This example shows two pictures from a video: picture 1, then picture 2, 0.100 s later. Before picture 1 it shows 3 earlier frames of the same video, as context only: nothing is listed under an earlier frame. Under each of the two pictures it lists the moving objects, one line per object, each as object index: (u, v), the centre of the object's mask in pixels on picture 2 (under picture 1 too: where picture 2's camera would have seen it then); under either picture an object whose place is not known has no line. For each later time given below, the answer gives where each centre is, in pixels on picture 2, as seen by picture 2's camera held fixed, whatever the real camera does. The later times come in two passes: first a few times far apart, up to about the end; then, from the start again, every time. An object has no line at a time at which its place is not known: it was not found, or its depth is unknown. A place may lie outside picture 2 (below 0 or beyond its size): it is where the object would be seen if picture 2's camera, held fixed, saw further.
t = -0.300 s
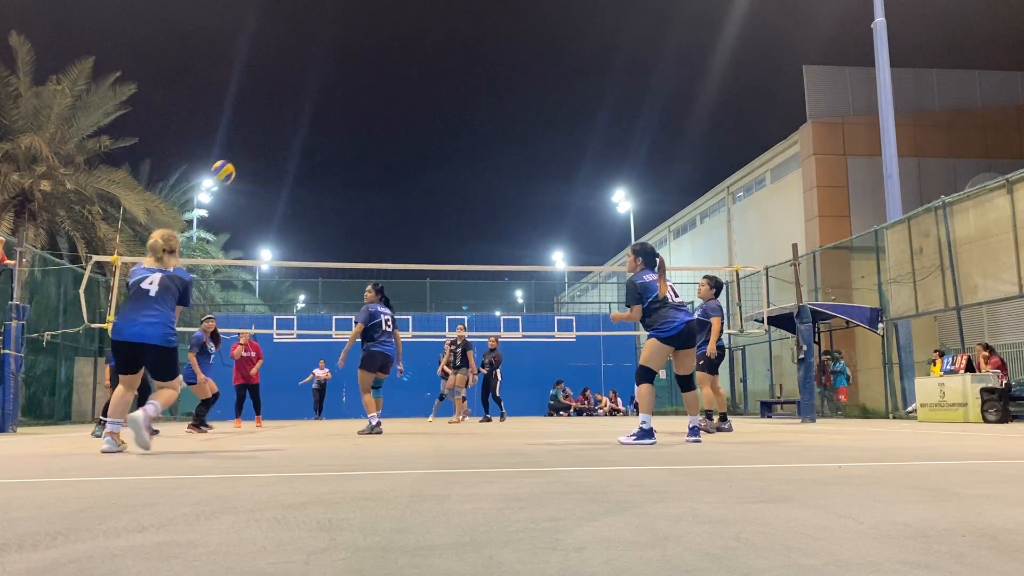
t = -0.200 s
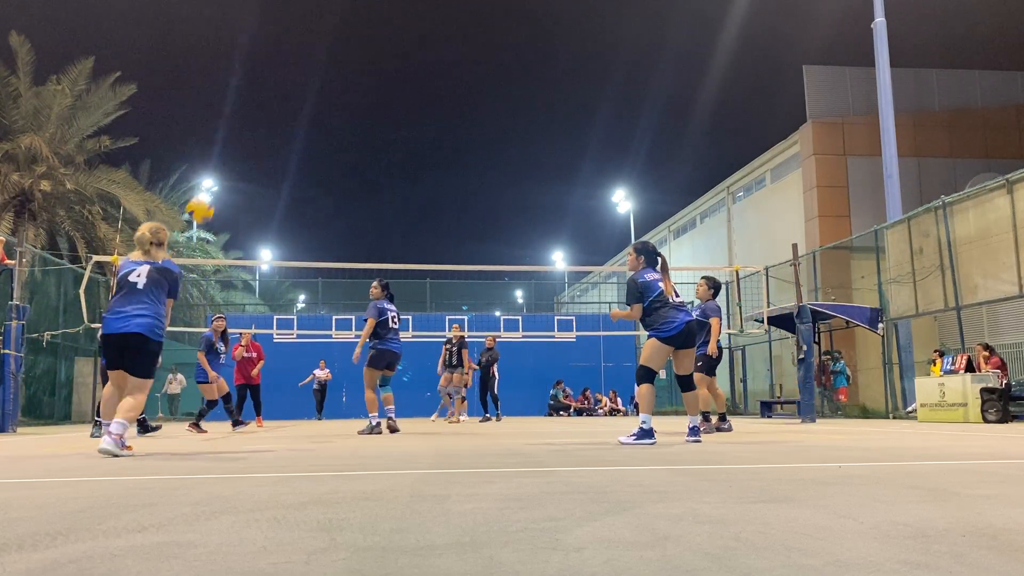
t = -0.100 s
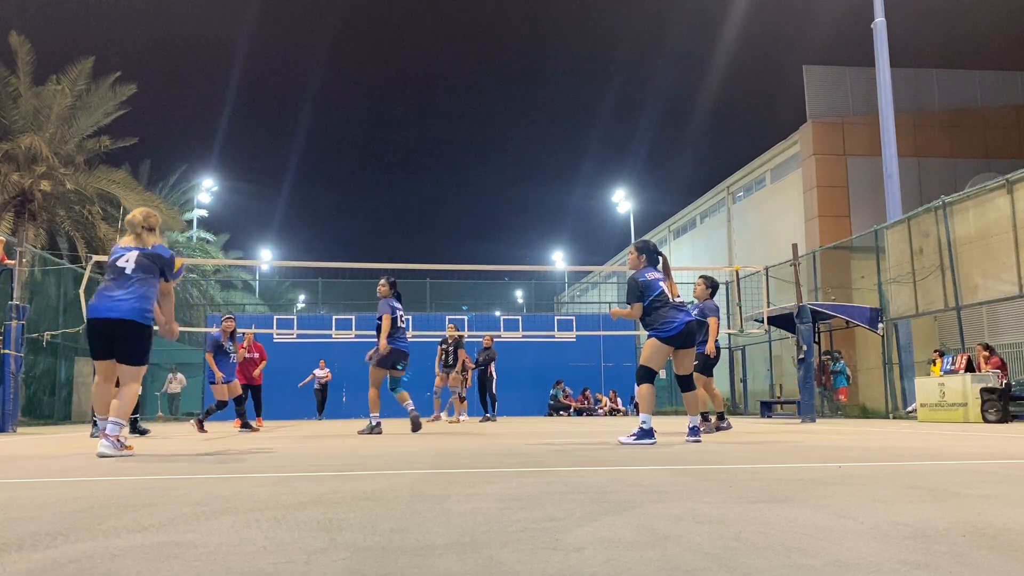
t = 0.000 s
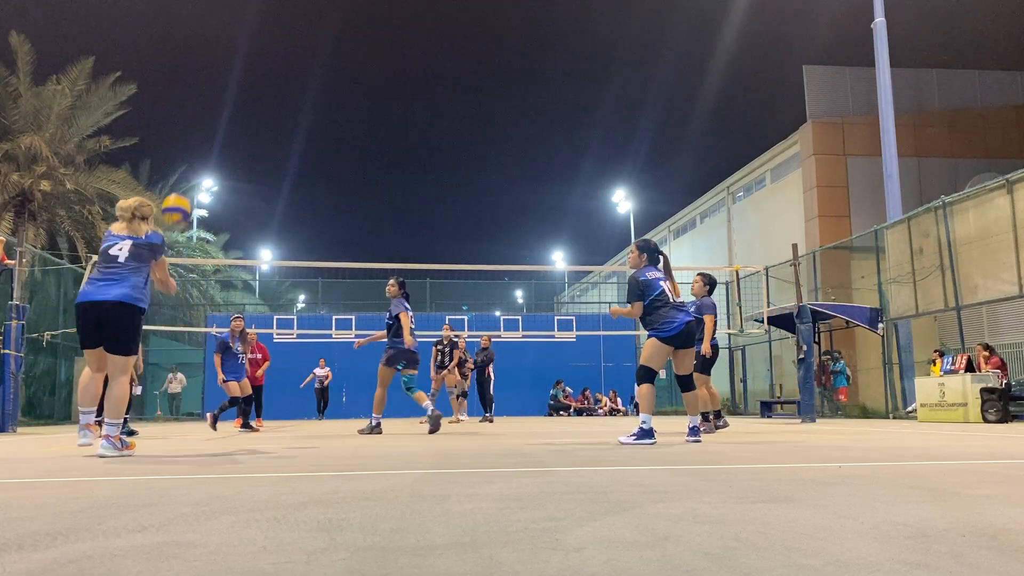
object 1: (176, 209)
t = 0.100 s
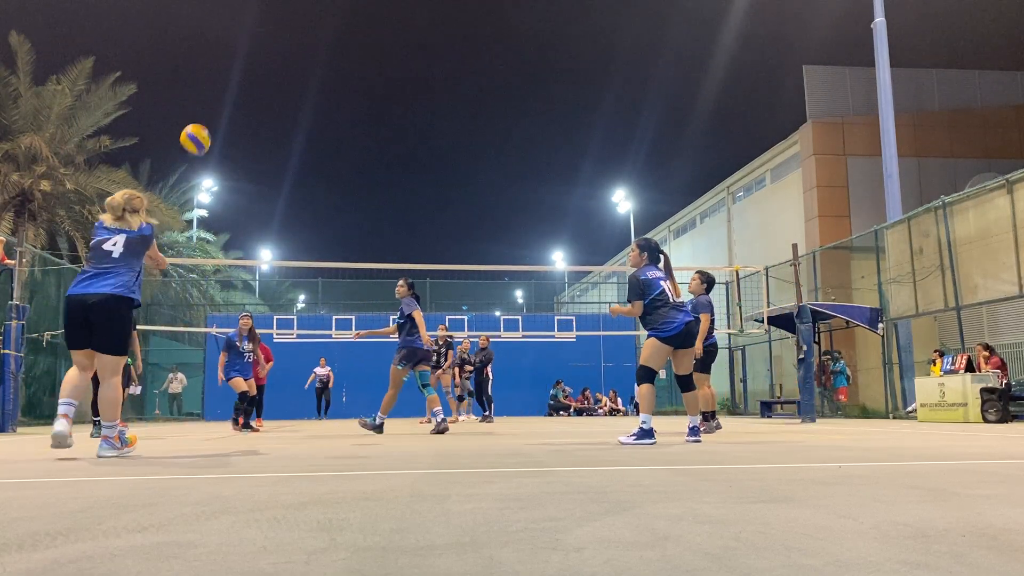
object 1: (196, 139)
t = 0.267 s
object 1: (221, 65)
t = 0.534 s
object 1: (256, 28)
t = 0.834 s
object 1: (285, 75)
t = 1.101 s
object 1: (307, 181)
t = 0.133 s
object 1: (201, 121)
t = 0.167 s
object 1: (206, 105)
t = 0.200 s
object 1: (211, 89)
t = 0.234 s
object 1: (216, 76)
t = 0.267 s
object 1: (221, 65)
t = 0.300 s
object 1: (226, 55)
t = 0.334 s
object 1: (231, 47)
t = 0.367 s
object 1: (236, 40)
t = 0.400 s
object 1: (240, 35)
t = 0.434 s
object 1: (244, 31)
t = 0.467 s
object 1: (248, 29)
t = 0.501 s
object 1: (252, 28)
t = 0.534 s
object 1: (256, 28)
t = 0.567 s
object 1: (260, 28)
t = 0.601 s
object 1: (263, 31)
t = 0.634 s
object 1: (266, 34)
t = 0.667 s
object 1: (270, 39)
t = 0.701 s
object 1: (273, 44)
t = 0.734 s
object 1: (276, 50)
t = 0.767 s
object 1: (279, 58)
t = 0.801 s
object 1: (282, 66)
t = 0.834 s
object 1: (285, 75)
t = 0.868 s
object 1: (288, 86)
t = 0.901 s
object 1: (291, 97)
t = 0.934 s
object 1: (294, 108)
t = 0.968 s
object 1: (297, 121)
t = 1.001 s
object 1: (299, 135)
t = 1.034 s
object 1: (302, 150)
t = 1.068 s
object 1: (304, 165)
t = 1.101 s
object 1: (307, 181)
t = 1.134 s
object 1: (309, 197)
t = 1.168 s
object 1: (311, 215)
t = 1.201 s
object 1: (314, 233)
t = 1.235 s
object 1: (316, 251)
